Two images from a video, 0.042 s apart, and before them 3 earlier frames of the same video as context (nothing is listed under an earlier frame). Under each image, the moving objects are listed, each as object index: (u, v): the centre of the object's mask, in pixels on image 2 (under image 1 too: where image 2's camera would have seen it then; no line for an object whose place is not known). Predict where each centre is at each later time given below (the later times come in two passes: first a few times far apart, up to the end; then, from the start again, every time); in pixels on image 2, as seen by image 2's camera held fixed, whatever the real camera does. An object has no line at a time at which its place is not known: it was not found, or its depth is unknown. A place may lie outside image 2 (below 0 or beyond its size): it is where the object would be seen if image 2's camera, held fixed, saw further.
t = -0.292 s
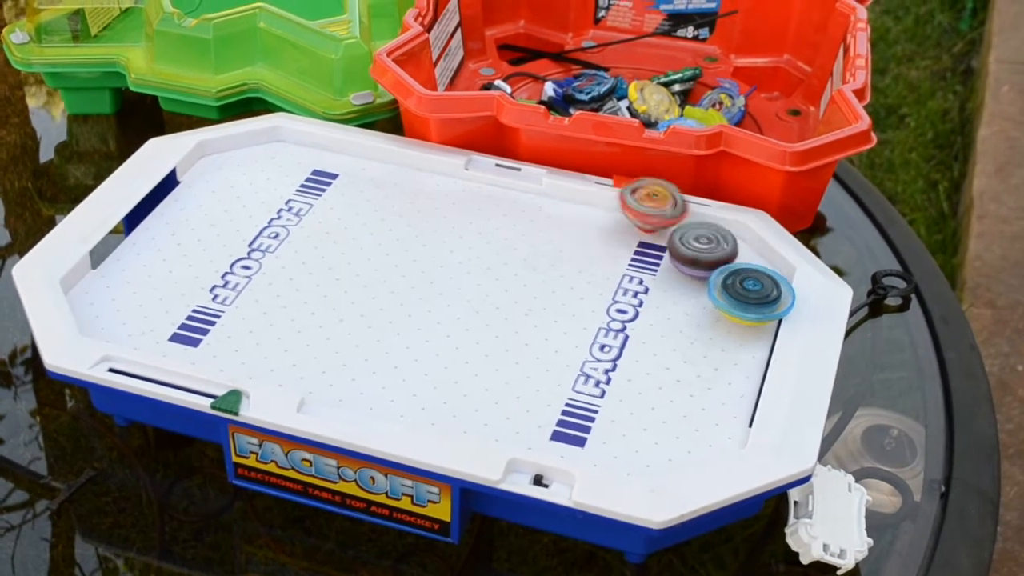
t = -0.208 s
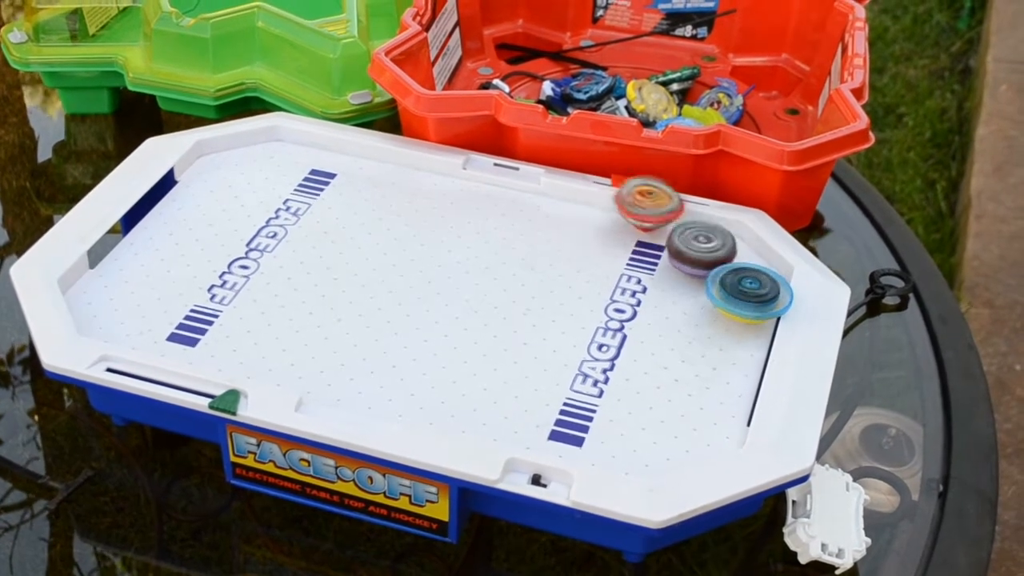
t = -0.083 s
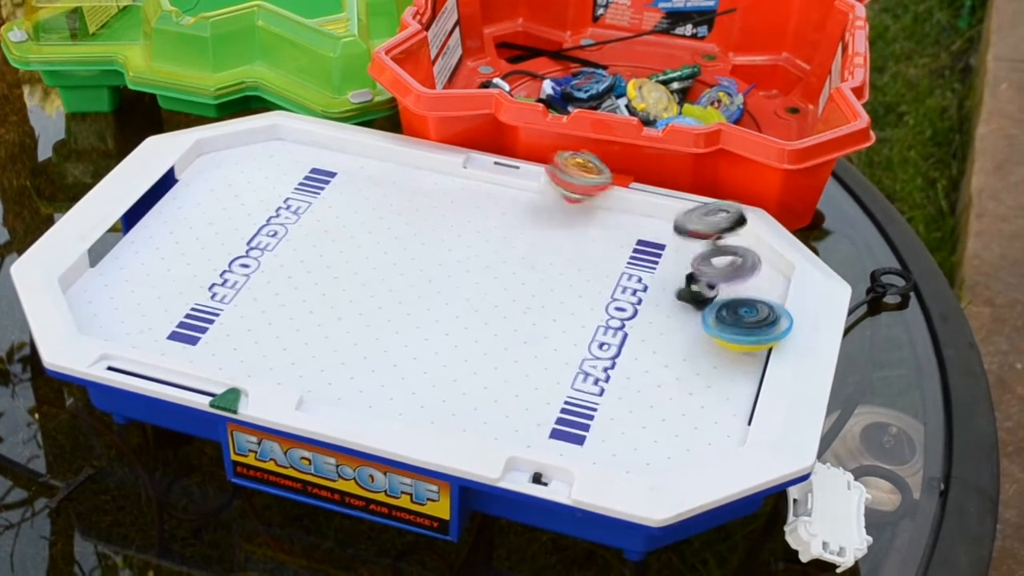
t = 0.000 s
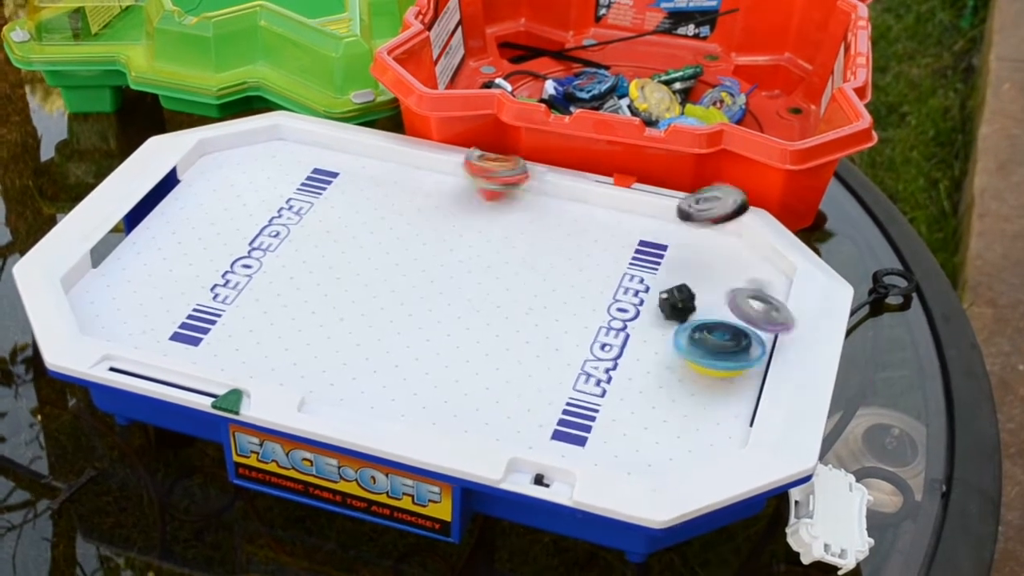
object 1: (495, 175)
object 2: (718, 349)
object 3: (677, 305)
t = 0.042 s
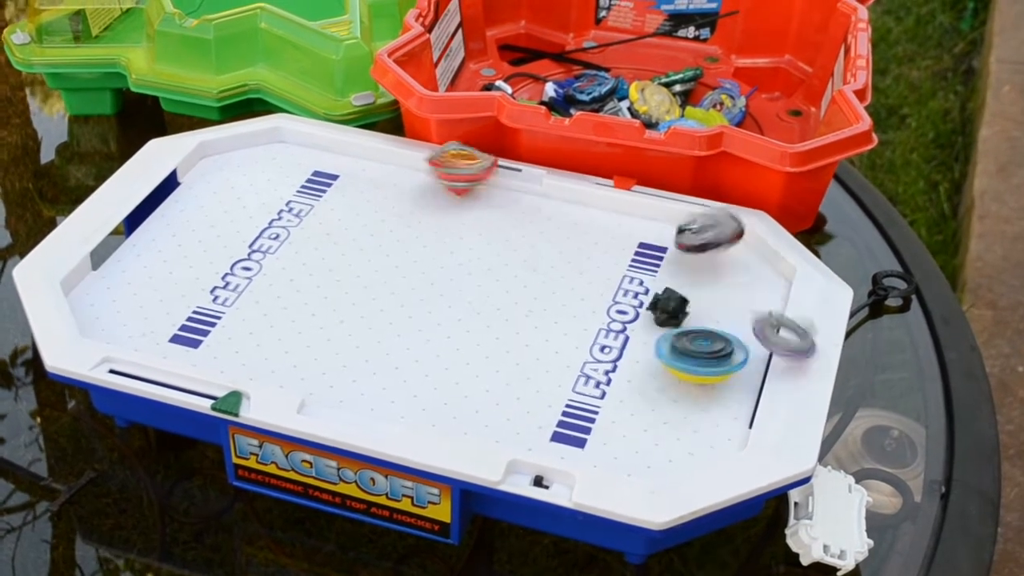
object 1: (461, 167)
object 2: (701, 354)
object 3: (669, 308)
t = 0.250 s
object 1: (344, 159)
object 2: (638, 355)
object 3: (664, 311)
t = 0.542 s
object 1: (334, 139)
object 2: (586, 330)
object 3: (669, 308)
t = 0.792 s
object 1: (338, 152)
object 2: (580, 301)
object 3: (670, 307)
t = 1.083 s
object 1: (345, 169)
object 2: (618, 273)
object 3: (670, 307)
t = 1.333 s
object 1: (367, 174)
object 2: (683, 261)
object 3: (714, 310)
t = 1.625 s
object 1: (406, 179)
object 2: (710, 229)
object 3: (636, 358)
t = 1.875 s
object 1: (434, 190)
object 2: (741, 234)
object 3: (614, 367)
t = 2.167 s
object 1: (449, 212)
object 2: (734, 251)
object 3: (614, 367)
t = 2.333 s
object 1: (454, 223)
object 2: (724, 253)
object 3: (614, 367)
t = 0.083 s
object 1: (425, 167)
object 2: (687, 357)
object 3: (666, 309)
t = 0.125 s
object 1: (397, 167)
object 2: (673, 357)
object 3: (665, 310)
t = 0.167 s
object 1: (375, 165)
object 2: (661, 358)
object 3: (664, 310)
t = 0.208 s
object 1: (357, 162)
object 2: (649, 357)
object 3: (664, 310)
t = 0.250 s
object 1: (344, 159)
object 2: (638, 355)
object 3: (664, 311)
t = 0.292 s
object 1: (338, 155)
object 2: (628, 353)
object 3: (665, 310)
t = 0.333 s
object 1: (335, 151)
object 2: (618, 350)
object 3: (665, 310)
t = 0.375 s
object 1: (331, 149)
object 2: (610, 347)
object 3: (667, 309)
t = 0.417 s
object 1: (331, 148)
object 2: (602, 343)
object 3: (668, 309)
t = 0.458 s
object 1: (331, 144)
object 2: (596, 338)
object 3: (669, 308)
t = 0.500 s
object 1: (334, 140)
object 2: (590, 334)
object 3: (669, 308)
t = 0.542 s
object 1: (334, 139)
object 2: (586, 330)
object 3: (669, 308)
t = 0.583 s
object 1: (338, 138)
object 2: (582, 325)
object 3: (669, 308)
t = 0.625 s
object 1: (336, 141)
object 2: (579, 320)
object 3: (669, 308)
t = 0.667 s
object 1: (335, 145)
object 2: (578, 315)
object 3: (670, 307)
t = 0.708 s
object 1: (335, 148)
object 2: (577, 310)
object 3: (670, 307)
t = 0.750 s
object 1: (337, 150)
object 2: (578, 305)
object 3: (670, 307)
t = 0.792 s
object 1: (338, 152)
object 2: (580, 301)
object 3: (670, 307)
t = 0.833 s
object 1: (338, 155)
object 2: (582, 296)
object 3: (670, 307)
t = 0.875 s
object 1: (338, 158)
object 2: (586, 292)
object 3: (670, 307)
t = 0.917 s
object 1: (339, 160)
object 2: (591, 288)
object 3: (670, 307)
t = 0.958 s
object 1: (340, 162)
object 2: (596, 284)
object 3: (670, 307)
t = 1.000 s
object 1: (342, 164)
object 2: (603, 280)
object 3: (670, 307)
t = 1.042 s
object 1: (343, 166)
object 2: (610, 276)
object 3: (670, 307)
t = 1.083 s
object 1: (345, 169)
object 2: (618, 273)
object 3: (670, 307)
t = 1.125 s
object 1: (348, 169)
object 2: (627, 270)
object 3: (680, 309)
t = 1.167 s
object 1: (351, 170)
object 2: (636, 267)
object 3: (688, 311)
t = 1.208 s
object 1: (355, 171)
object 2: (646, 264)
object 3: (694, 311)
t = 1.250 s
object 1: (358, 173)
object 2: (657, 263)
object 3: (700, 311)
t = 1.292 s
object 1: (362, 173)
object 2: (669, 261)
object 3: (708, 310)
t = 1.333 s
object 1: (367, 174)
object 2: (683, 261)
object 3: (714, 310)
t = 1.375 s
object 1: (371, 175)
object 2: (693, 259)
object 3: (713, 310)
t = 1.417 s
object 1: (377, 175)
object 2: (695, 248)
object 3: (694, 320)
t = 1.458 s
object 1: (383, 176)
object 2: (694, 239)
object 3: (677, 330)
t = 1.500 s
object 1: (390, 176)
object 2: (697, 233)
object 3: (665, 340)
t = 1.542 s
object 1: (394, 176)
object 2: (701, 230)
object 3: (652, 348)
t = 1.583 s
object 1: (399, 177)
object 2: (705, 230)
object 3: (643, 353)
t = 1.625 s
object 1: (406, 179)
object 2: (710, 229)
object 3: (636, 358)
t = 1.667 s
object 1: (413, 180)
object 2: (714, 229)
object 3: (627, 364)
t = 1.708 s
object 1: (418, 181)
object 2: (720, 229)
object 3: (619, 365)
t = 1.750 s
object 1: (422, 183)
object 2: (725, 229)
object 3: (614, 365)
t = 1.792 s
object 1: (425, 185)
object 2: (730, 231)
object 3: (614, 366)
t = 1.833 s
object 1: (430, 188)
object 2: (737, 233)
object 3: (614, 366)
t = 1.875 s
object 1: (434, 190)
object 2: (741, 234)
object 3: (614, 367)
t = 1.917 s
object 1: (437, 194)
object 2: (741, 235)
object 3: (614, 366)
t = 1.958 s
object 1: (440, 197)
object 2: (740, 238)
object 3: (614, 366)
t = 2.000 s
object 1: (442, 200)
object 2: (741, 242)
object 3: (614, 366)
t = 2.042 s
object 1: (444, 201)
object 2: (739, 244)
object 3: (614, 366)
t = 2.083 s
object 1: (446, 206)
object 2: (737, 247)
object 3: (614, 366)
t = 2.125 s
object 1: (447, 209)
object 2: (736, 249)
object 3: (614, 367)
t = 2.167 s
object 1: (449, 212)
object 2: (734, 251)
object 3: (614, 367)
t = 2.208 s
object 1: (450, 215)
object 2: (731, 252)
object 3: (614, 367)
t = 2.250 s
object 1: (451, 218)
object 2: (729, 253)
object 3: (614, 367)
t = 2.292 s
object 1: (453, 220)
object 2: (727, 253)
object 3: (614, 367)
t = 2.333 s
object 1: (454, 223)
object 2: (724, 253)
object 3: (614, 367)
